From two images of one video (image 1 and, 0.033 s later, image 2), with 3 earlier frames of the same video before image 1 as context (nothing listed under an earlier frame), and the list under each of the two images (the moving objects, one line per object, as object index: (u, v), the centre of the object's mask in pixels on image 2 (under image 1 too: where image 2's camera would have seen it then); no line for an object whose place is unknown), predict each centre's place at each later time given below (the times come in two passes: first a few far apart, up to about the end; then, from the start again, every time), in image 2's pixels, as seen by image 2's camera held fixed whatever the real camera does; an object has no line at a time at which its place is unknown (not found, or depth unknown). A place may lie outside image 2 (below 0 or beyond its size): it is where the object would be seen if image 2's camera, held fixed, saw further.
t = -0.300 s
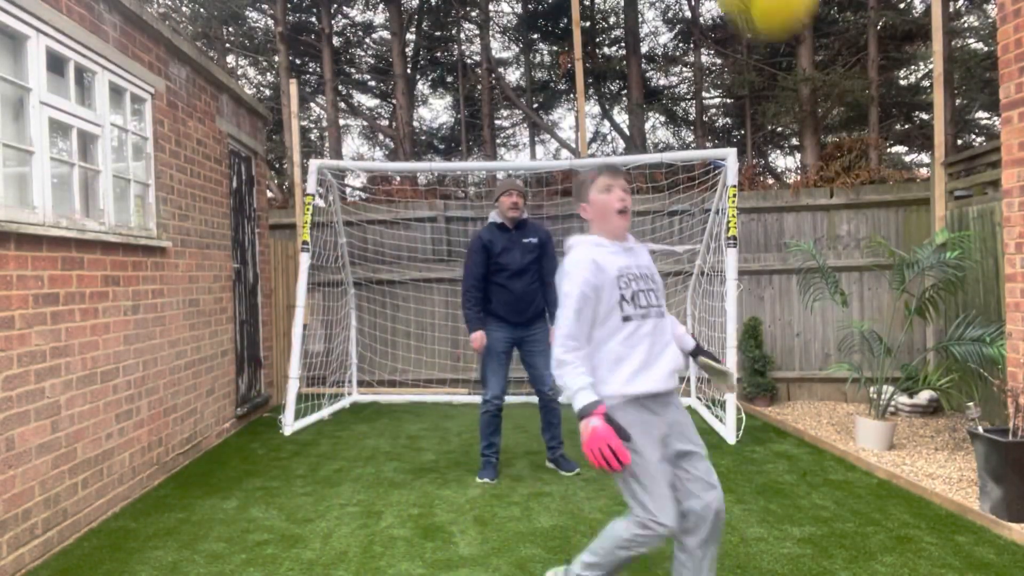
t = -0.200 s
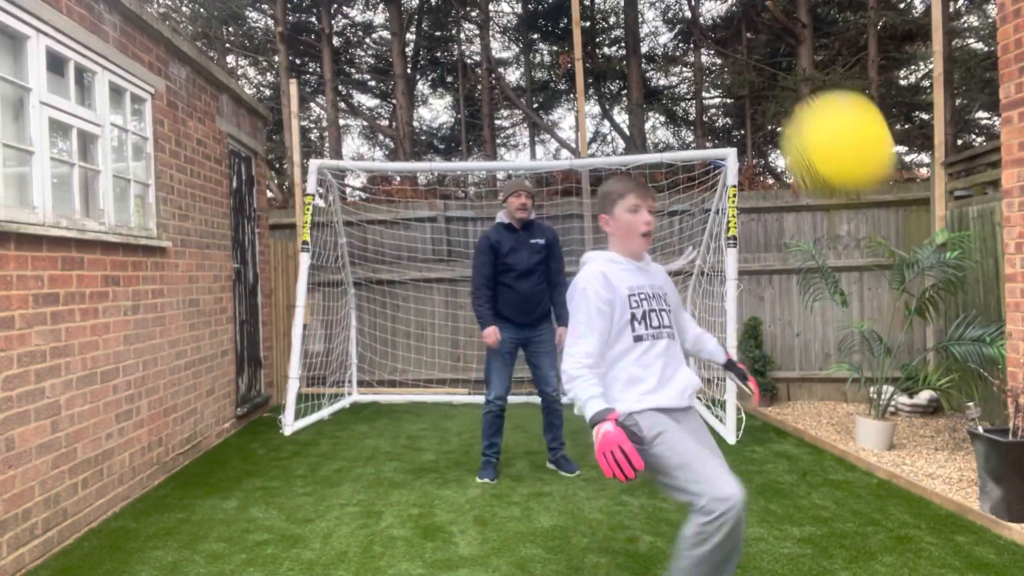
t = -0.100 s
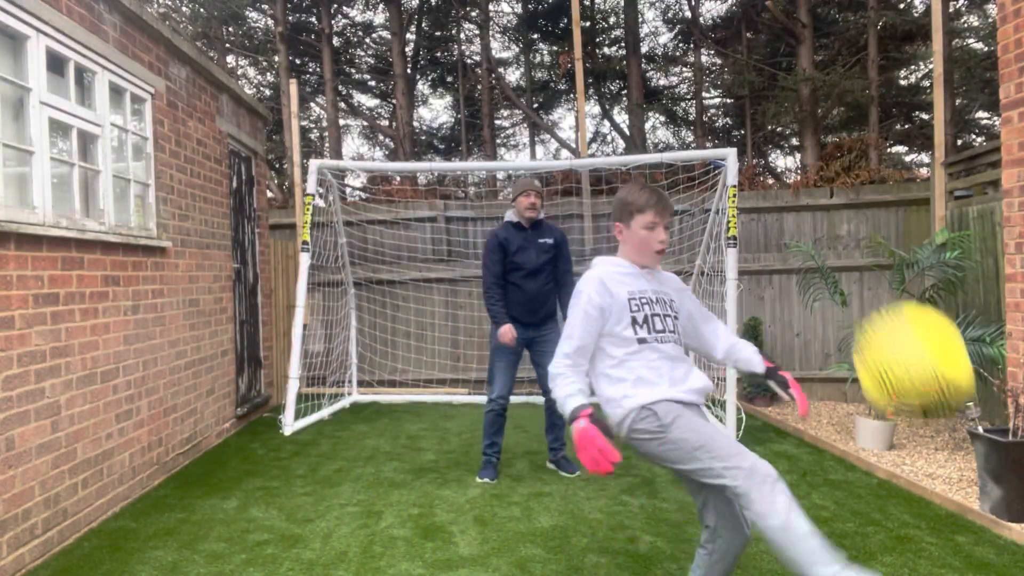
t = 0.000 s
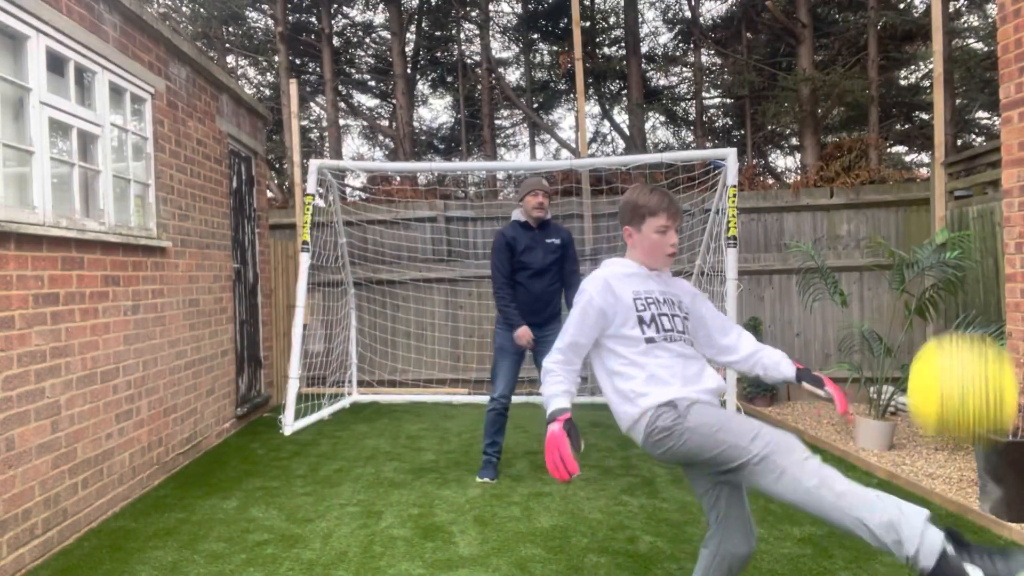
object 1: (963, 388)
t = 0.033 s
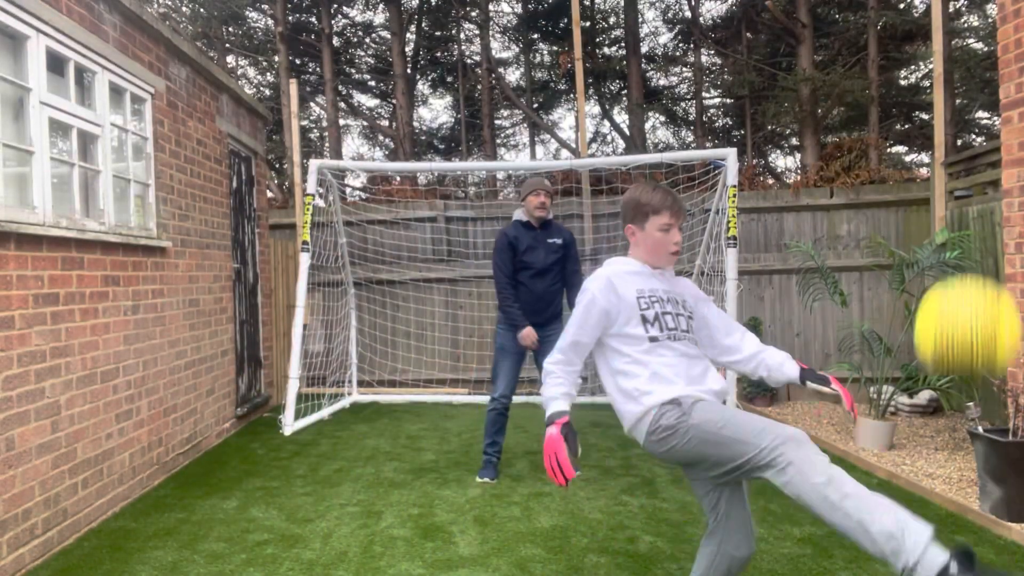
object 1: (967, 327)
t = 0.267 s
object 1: (990, 121)
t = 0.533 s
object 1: (1005, 147)
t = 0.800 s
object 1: (1014, 305)
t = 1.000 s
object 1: (961, 378)
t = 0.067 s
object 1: (973, 275)
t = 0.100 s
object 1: (976, 232)
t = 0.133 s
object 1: (980, 198)
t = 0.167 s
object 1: (982, 170)
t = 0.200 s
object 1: (985, 148)
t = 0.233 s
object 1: (988, 132)
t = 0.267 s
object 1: (990, 121)
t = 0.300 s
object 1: (993, 113)
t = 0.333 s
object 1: (995, 109)
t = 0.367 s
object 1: (996, 109)
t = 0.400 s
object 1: (998, 111)
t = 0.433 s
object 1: (1000, 117)
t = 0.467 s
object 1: (1001, 125)
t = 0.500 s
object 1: (1003, 135)
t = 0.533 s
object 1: (1005, 147)
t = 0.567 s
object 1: (1006, 162)
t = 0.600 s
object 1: (1007, 178)
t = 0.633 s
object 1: (1008, 195)
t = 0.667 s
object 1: (1010, 215)
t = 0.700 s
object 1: (1010, 234)
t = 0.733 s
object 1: (1012, 256)
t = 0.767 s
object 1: (1013, 280)
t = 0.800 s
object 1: (1014, 305)
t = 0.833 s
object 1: (1015, 332)
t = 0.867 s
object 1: (1013, 346)
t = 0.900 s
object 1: (1005, 350)
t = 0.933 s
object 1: (991, 358)
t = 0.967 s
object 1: (976, 366)
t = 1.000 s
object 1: (961, 378)
